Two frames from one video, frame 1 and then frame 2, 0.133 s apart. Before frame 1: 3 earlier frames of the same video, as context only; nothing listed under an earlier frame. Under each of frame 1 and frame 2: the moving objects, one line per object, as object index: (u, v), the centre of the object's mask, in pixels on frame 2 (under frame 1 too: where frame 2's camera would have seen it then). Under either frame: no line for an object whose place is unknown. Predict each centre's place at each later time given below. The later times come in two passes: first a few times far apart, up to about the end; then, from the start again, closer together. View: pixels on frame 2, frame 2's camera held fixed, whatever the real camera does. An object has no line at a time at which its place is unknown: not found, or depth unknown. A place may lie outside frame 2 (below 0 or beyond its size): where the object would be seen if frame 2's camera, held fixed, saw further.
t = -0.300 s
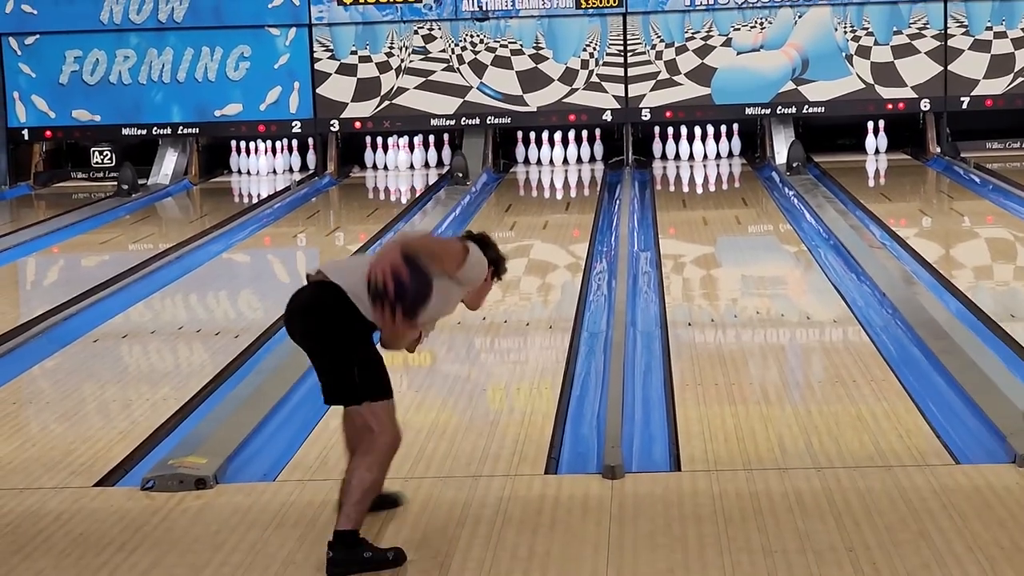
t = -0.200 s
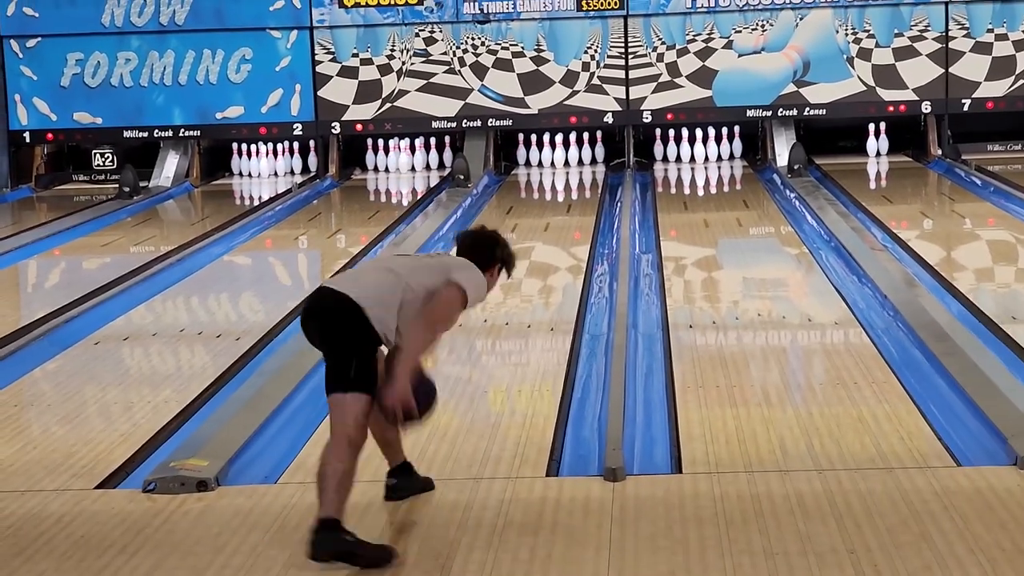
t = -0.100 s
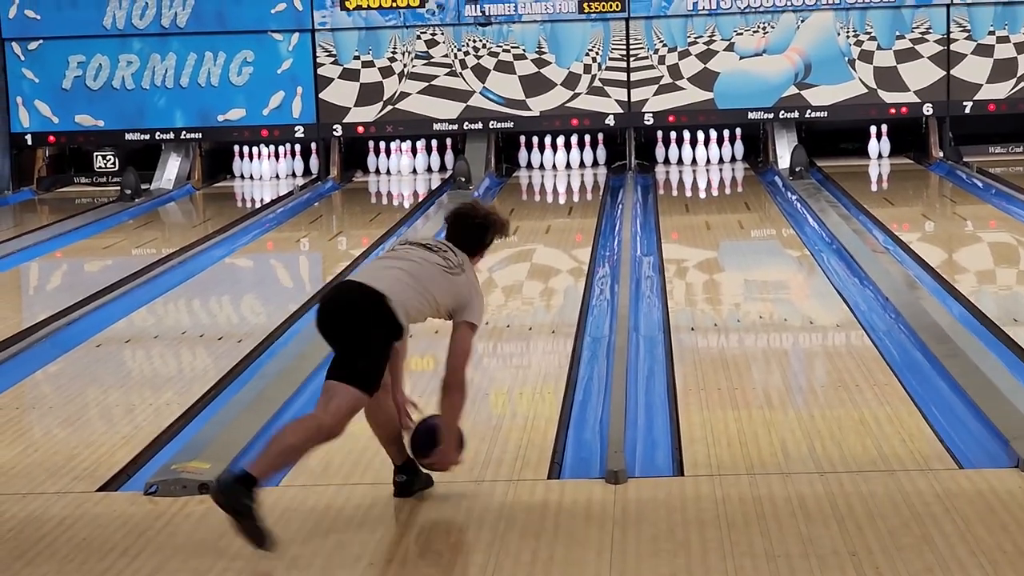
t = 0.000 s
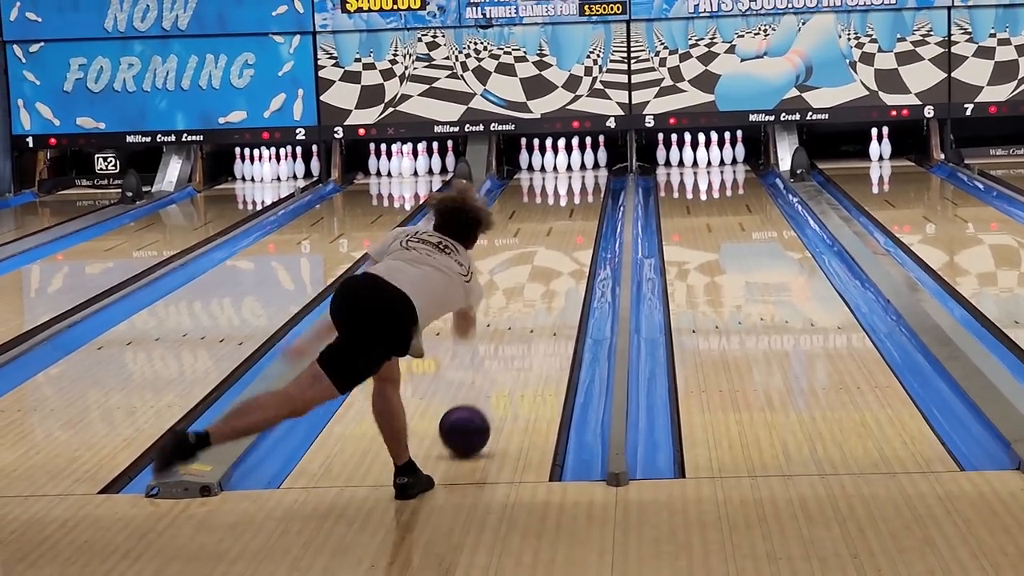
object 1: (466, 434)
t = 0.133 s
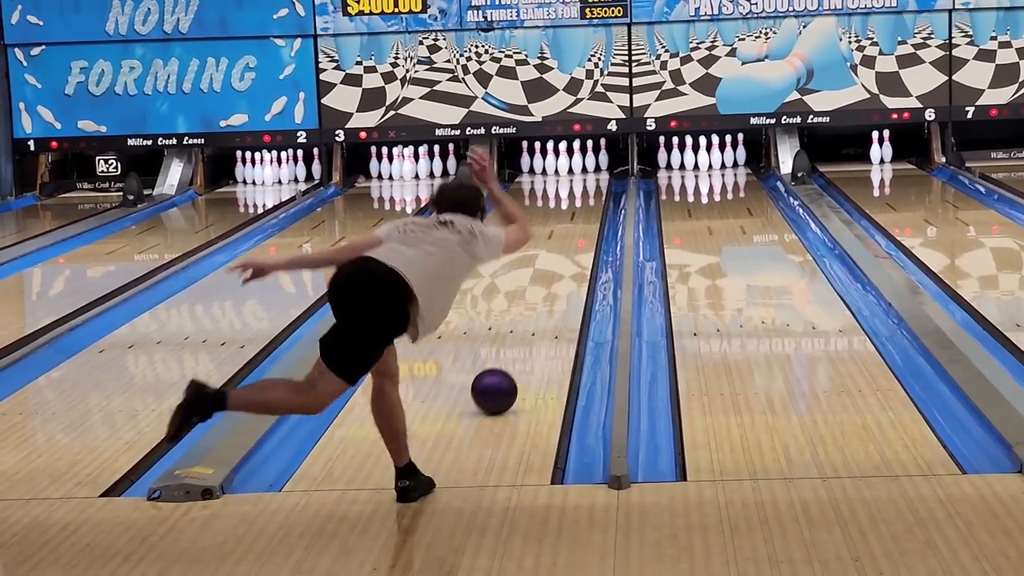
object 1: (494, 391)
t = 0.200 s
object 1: (506, 373)
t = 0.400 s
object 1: (535, 327)
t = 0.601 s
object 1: (557, 291)
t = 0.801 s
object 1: (574, 264)
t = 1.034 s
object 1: (586, 238)
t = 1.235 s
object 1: (594, 220)
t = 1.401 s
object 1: (598, 207)
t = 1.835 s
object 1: (597, 184)
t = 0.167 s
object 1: (500, 382)
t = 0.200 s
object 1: (506, 373)
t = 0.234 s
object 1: (511, 364)
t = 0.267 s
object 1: (517, 355)
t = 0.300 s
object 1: (522, 348)
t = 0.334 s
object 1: (526, 340)
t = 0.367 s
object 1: (531, 333)
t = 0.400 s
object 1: (535, 327)
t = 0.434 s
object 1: (539, 320)
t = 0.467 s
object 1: (543, 314)
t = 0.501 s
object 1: (547, 308)
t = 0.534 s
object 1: (550, 302)
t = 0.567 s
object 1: (554, 296)
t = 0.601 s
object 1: (557, 291)
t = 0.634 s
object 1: (560, 286)
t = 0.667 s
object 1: (563, 281)
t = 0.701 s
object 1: (566, 277)
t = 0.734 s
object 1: (569, 272)
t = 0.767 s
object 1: (571, 268)
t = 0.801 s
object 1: (574, 264)
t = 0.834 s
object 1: (576, 259)
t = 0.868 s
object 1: (578, 256)
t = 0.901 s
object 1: (580, 252)
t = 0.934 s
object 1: (582, 248)
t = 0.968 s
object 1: (583, 244)
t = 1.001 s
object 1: (585, 241)
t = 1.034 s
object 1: (586, 238)
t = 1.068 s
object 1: (588, 235)
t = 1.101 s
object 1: (589, 232)
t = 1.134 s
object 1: (591, 229)
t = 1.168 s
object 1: (592, 226)
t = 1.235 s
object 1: (594, 220)
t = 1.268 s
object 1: (595, 218)
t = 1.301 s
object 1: (595, 215)
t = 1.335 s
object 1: (596, 212)
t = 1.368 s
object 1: (596, 210)
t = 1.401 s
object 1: (598, 207)
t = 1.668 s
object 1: (603, 192)
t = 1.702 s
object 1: (599, 190)
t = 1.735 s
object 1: (599, 189)
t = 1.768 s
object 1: (598, 187)
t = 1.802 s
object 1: (597, 185)
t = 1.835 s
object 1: (597, 184)
